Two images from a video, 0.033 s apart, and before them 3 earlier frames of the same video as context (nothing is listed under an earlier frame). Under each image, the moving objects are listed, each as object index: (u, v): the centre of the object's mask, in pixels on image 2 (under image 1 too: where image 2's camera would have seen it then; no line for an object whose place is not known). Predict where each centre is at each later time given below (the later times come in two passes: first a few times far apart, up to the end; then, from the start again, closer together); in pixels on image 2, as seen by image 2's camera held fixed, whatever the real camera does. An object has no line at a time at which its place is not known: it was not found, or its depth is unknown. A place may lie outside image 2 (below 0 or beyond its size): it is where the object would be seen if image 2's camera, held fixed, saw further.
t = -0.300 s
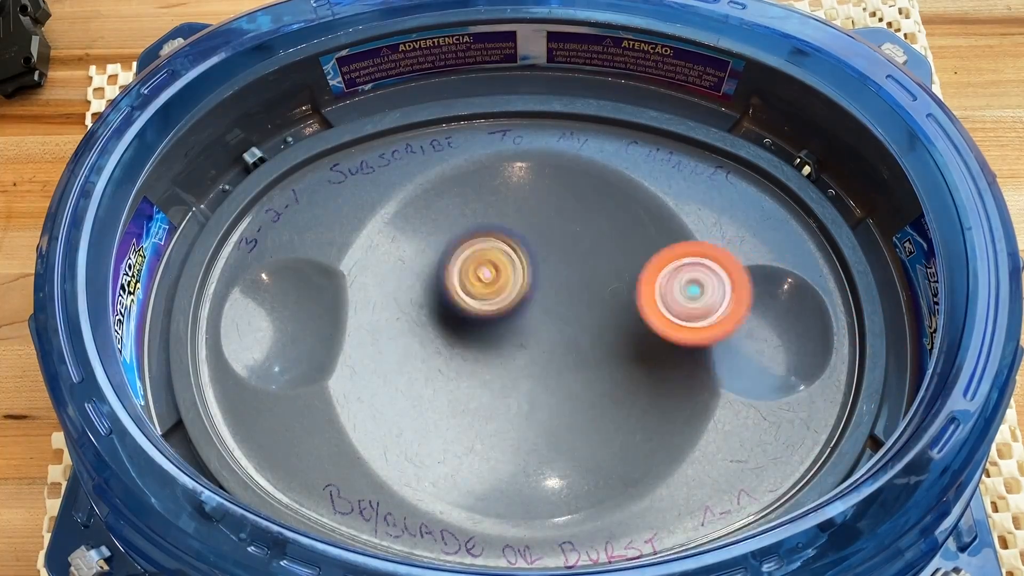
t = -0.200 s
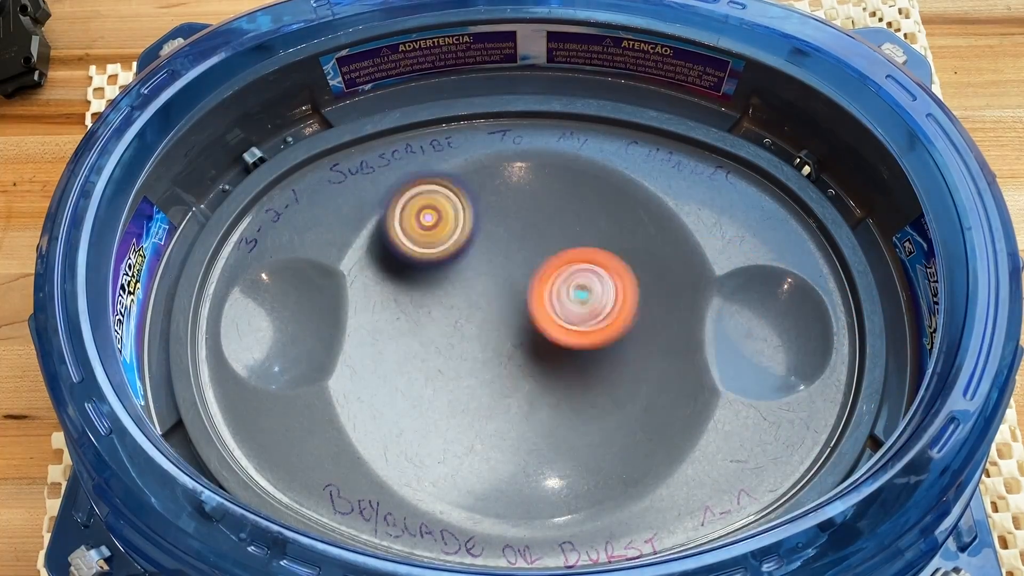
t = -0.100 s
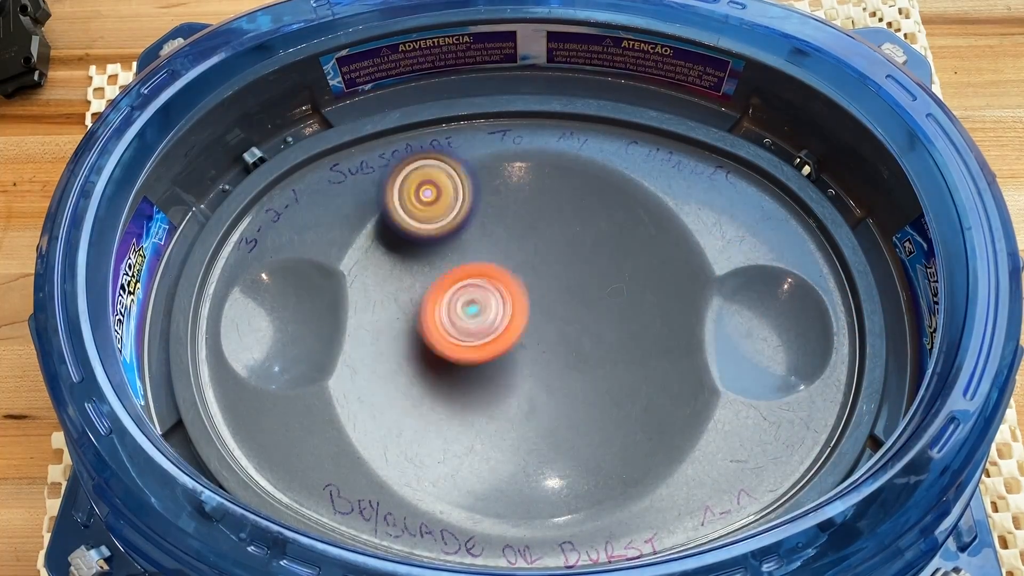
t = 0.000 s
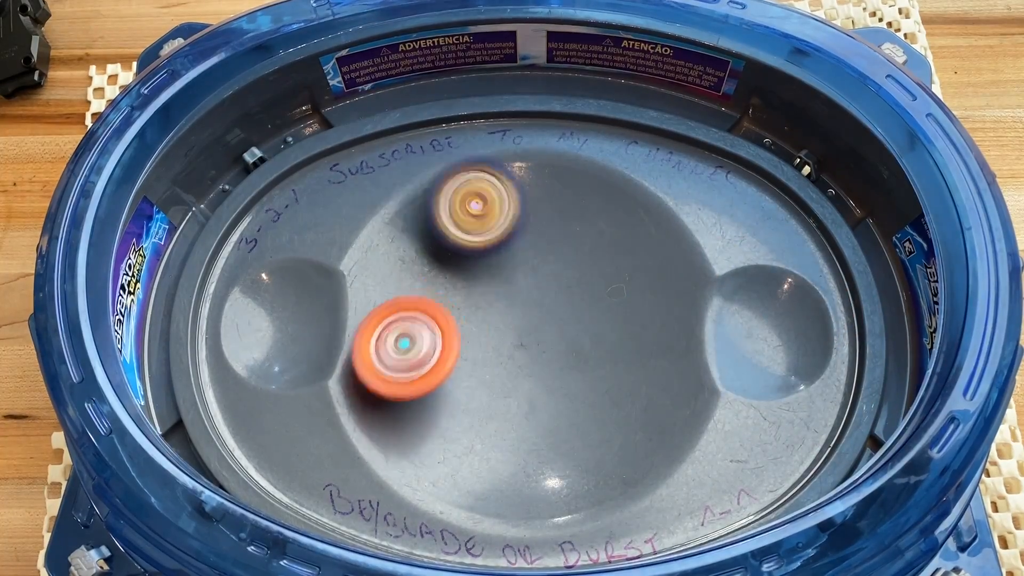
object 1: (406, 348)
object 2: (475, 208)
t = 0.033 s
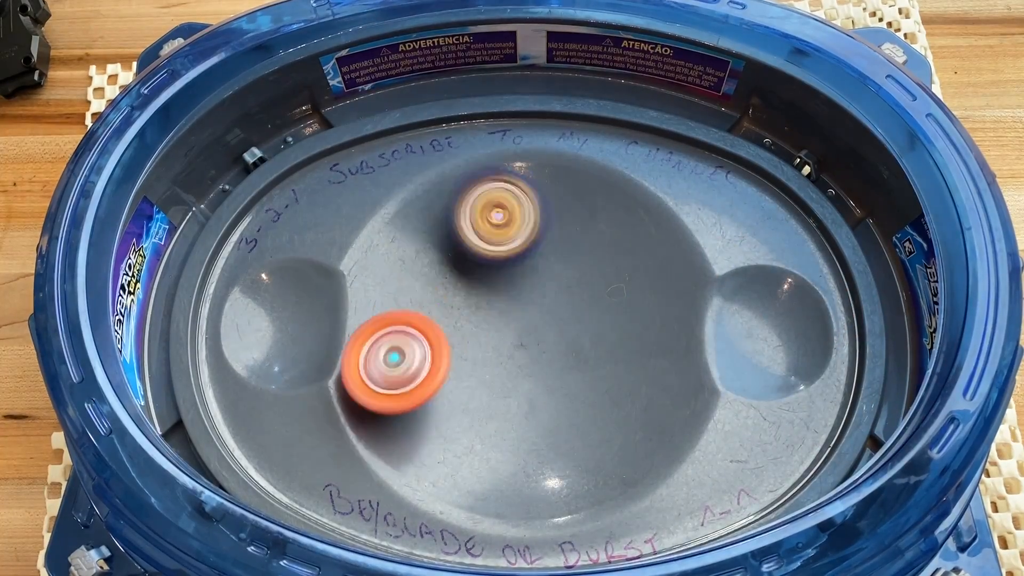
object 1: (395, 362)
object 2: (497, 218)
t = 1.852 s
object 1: (487, 287)
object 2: (539, 532)
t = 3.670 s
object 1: (555, 340)
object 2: (544, 114)
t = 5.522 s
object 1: (557, 306)
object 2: (467, 527)
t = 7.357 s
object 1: (505, 390)
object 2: (566, 271)
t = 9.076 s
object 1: (569, 366)
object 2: (505, 271)
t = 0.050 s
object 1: (394, 370)
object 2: (507, 223)
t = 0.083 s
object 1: (395, 384)
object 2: (527, 234)
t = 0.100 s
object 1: (399, 391)
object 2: (536, 241)
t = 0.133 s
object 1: (412, 406)
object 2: (548, 258)
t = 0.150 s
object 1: (420, 411)
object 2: (553, 269)
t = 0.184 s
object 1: (444, 424)
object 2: (558, 290)
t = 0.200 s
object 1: (456, 429)
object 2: (559, 303)
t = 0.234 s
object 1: (483, 437)
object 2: (557, 327)
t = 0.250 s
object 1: (497, 440)
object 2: (555, 339)
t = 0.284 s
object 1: (522, 448)
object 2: (550, 354)
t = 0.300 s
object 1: (534, 458)
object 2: (545, 356)
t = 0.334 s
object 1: (555, 472)
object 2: (537, 355)
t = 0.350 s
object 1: (566, 472)
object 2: (532, 355)
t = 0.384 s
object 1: (589, 467)
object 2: (520, 353)
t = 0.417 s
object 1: (610, 454)
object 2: (507, 352)
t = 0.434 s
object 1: (621, 443)
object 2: (500, 351)
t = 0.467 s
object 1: (637, 418)
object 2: (485, 348)
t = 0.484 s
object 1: (642, 403)
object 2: (479, 346)
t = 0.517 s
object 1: (645, 370)
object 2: (464, 341)
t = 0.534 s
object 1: (643, 354)
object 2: (457, 339)
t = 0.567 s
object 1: (632, 324)
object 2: (443, 331)
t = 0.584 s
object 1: (623, 309)
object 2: (436, 328)
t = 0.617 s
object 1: (601, 284)
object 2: (423, 321)
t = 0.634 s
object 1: (588, 274)
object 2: (418, 315)
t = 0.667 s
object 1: (559, 256)
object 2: (409, 302)
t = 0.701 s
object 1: (527, 245)
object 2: (404, 289)
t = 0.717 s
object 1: (510, 241)
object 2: (405, 281)
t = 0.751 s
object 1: (504, 216)
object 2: (378, 289)
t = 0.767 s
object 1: (507, 203)
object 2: (363, 296)
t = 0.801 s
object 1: (508, 183)
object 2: (338, 310)
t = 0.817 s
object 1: (508, 174)
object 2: (328, 319)
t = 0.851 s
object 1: (510, 165)
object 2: (298, 338)
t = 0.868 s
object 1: (509, 164)
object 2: (284, 347)
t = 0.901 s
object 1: (506, 165)
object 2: (249, 357)
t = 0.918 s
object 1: (505, 169)
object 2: (235, 357)
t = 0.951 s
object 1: (500, 182)
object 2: (210, 358)
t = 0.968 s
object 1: (498, 190)
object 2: (207, 356)
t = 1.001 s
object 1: (494, 211)
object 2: (211, 354)
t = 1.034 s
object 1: (487, 235)
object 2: (217, 353)
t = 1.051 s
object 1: (485, 248)
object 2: (219, 353)
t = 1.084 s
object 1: (478, 275)
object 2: (225, 356)
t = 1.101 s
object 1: (475, 287)
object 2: (226, 358)
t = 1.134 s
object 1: (468, 309)
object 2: (232, 365)
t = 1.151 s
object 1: (466, 318)
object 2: (233, 370)
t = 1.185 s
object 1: (464, 331)
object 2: (235, 383)
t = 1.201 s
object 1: (464, 334)
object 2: (236, 391)
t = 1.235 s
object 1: (468, 342)
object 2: (239, 411)
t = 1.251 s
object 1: (472, 347)
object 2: (240, 422)
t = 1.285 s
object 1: (482, 352)
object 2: (247, 439)
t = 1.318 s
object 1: (495, 354)
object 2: (266, 448)
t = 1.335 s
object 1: (502, 354)
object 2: (274, 454)
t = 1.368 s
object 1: (514, 354)
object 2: (294, 465)
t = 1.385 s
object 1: (518, 352)
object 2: (301, 471)
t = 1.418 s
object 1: (529, 345)
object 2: (319, 484)
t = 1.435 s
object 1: (534, 341)
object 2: (326, 490)
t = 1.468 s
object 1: (540, 331)
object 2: (345, 499)
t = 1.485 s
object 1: (543, 325)
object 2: (354, 502)
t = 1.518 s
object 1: (545, 312)
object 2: (372, 508)
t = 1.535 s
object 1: (545, 307)
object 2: (382, 511)
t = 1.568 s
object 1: (542, 296)
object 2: (399, 515)
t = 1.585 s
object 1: (539, 292)
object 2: (407, 517)
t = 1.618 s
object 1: (535, 282)
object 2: (425, 521)
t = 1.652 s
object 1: (530, 275)
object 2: (440, 524)
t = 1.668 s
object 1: (526, 272)
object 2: (449, 526)
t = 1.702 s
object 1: (517, 269)
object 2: (465, 527)
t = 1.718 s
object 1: (512, 269)
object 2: (473, 528)
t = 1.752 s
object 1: (504, 270)
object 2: (489, 530)
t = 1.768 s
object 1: (500, 272)
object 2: (498, 530)
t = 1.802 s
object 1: (492, 277)
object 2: (515, 531)
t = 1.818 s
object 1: (489, 280)
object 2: (524, 531)
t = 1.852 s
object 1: (487, 287)
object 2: (539, 532)
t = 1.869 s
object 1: (486, 291)
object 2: (548, 531)
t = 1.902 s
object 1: (487, 301)
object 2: (564, 530)
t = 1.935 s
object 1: (489, 311)
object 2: (580, 529)
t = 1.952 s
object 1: (491, 315)
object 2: (589, 528)
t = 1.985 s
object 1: (500, 323)
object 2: (605, 525)
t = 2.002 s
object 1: (506, 327)
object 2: (614, 524)
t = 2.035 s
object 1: (519, 332)
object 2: (634, 521)
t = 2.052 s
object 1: (526, 334)
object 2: (642, 521)
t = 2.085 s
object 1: (540, 334)
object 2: (659, 514)
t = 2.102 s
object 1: (546, 333)
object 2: (667, 511)
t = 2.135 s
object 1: (557, 329)
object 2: (686, 508)
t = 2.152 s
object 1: (562, 326)
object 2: (696, 504)
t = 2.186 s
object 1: (569, 319)
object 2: (713, 496)
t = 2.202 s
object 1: (572, 314)
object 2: (723, 494)
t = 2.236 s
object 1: (577, 303)
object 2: (739, 488)
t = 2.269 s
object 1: (578, 291)
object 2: (756, 479)
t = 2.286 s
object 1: (578, 284)
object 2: (764, 475)
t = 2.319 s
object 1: (573, 273)
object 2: (778, 467)
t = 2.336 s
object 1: (570, 269)
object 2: (785, 461)
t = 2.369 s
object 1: (560, 265)
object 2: (798, 450)
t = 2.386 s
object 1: (554, 264)
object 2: (804, 445)
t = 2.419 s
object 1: (542, 267)
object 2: (815, 434)
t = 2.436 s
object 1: (537, 269)
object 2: (818, 427)
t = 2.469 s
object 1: (527, 275)
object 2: (828, 412)
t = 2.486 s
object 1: (523, 278)
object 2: (831, 406)
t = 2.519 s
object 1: (516, 288)
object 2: (836, 393)
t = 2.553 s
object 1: (511, 299)
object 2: (841, 379)
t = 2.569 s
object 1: (509, 306)
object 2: (844, 372)
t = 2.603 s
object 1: (510, 321)
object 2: (845, 359)
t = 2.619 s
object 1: (511, 328)
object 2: (846, 353)
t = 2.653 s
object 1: (517, 342)
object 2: (849, 342)
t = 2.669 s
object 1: (522, 348)
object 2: (850, 337)
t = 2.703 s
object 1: (535, 358)
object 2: (849, 324)
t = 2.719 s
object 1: (542, 361)
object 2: (849, 318)
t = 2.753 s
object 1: (557, 365)
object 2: (847, 306)
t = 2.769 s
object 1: (565, 365)
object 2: (846, 301)
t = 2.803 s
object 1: (579, 361)
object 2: (843, 289)
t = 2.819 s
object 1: (585, 358)
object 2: (843, 280)
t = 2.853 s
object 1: (595, 347)
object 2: (839, 265)
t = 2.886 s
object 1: (600, 336)
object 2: (831, 253)
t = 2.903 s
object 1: (600, 330)
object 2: (827, 246)
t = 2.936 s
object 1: (597, 319)
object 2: (822, 232)
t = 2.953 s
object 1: (594, 313)
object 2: (816, 228)
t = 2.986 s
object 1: (587, 303)
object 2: (807, 217)
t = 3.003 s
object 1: (584, 299)
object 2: (802, 212)
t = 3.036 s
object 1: (576, 293)
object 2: (795, 197)
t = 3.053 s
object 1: (571, 291)
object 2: (788, 192)
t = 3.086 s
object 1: (559, 289)
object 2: (776, 186)
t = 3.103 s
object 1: (552, 289)
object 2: (772, 180)
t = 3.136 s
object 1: (539, 293)
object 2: (763, 172)
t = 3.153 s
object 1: (533, 296)
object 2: (757, 170)
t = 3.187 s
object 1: (521, 304)
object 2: (747, 164)
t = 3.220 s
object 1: (511, 314)
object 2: (737, 159)
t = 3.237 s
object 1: (507, 321)
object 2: (732, 156)
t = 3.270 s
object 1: (502, 334)
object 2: (721, 152)
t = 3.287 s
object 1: (501, 341)
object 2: (717, 151)
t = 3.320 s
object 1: (501, 354)
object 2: (705, 146)
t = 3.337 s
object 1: (503, 360)
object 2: (699, 144)
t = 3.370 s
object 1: (510, 370)
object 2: (687, 141)
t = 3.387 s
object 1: (515, 374)
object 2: (680, 140)
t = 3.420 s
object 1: (525, 378)
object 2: (664, 136)
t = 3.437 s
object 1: (531, 379)
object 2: (657, 133)
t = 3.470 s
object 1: (542, 378)
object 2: (640, 129)
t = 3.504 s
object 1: (551, 374)
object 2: (621, 123)
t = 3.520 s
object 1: (554, 371)
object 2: (612, 122)
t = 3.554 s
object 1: (558, 365)
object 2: (597, 120)
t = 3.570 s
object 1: (559, 362)
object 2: (589, 118)
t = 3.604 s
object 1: (560, 354)
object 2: (574, 117)
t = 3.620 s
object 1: (560, 350)
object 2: (566, 115)
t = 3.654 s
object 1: (558, 343)
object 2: (551, 115)
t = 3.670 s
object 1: (555, 340)
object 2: (544, 114)
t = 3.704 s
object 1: (550, 333)
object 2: (528, 114)
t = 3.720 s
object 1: (546, 331)
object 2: (520, 114)
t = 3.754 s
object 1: (538, 326)
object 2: (502, 115)
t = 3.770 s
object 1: (534, 325)
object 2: (494, 115)
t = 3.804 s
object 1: (525, 323)
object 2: (477, 116)
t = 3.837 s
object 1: (516, 322)
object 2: (462, 117)
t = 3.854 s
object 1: (512, 323)
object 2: (456, 118)
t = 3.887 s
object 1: (506, 326)
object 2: (443, 120)
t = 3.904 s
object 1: (503, 328)
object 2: (436, 122)
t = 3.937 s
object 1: (500, 334)
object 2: (420, 126)
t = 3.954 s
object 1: (499, 336)
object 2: (411, 128)
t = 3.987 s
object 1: (498, 341)
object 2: (394, 132)
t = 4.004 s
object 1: (499, 343)
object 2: (386, 134)
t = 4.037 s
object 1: (501, 347)
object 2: (370, 138)
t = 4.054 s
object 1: (501, 347)
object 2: (364, 140)
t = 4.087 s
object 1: (503, 348)
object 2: (351, 145)
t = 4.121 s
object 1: (505, 349)
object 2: (336, 151)
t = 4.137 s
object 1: (506, 348)
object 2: (329, 155)
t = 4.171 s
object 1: (508, 348)
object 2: (313, 162)
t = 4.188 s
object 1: (508, 347)
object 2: (305, 165)
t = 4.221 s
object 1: (509, 345)
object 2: (289, 174)
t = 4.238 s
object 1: (510, 344)
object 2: (281, 177)
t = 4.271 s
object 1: (510, 341)
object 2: (272, 183)
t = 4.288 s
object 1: (510, 340)
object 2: (269, 187)
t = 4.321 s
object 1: (510, 337)
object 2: (264, 194)
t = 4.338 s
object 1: (509, 335)
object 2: (260, 198)
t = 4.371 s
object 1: (508, 332)
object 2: (251, 208)
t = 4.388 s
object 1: (506, 331)
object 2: (248, 214)
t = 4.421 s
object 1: (505, 328)
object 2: (237, 227)
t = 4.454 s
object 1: (503, 325)
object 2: (228, 238)
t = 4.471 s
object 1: (502, 324)
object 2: (224, 244)
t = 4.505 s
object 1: (499, 322)
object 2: (220, 253)
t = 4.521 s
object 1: (498, 322)
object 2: (218, 257)
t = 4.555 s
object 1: (495, 321)
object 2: (215, 267)
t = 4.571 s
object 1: (494, 321)
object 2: (213, 273)
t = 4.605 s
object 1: (492, 321)
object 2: (208, 286)
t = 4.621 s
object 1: (492, 322)
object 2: (205, 294)
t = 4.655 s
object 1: (492, 324)
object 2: (203, 307)
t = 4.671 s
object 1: (492, 324)
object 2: (203, 315)
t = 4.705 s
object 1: (494, 327)
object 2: (202, 331)
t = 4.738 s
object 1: (498, 328)
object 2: (202, 346)
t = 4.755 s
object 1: (501, 328)
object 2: (204, 351)
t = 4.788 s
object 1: (506, 326)
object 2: (207, 361)
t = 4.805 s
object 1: (508, 324)
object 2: (208, 366)
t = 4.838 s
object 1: (512, 321)
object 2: (211, 377)
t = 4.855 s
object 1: (514, 320)
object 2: (213, 382)
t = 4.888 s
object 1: (516, 316)
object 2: (219, 394)
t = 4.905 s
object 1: (517, 313)
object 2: (222, 400)
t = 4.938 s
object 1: (518, 309)
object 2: (228, 413)
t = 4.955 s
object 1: (518, 306)
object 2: (231, 419)
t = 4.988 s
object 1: (517, 301)
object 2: (238, 429)
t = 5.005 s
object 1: (517, 299)
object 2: (241, 434)
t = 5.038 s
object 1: (514, 295)
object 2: (248, 442)
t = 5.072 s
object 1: (510, 293)
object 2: (257, 449)
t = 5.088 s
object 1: (508, 293)
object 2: (261, 453)
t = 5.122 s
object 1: (504, 295)
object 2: (272, 461)
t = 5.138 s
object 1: (502, 296)
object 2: (278, 465)
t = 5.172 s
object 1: (500, 301)
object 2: (292, 473)
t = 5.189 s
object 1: (500, 304)
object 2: (299, 477)
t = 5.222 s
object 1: (502, 310)
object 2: (313, 484)
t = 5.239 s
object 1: (504, 312)
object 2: (320, 488)
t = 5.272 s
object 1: (509, 317)
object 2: (336, 494)
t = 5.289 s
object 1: (512, 320)
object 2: (345, 497)
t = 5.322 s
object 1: (519, 324)
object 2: (363, 503)
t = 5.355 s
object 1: (529, 326)
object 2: (380, 509)
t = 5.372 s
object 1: (533, 325)
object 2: (390, 511)
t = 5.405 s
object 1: (541, 322)
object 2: (408, 517)
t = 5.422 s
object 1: (544, 320)
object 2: (417, 519)
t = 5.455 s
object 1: (550, 316)
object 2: (434, 522)
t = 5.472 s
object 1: (551, 313)
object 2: (442, 524)
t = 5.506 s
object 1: (555, 309)
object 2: (459, 525)
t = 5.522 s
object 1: (557, 306)
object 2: (467, 527)
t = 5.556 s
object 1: (558, 300)
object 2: (483, 529)
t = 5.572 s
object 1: (557, 297)
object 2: (491, 529)
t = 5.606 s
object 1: (555, 293)
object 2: (507, 530)
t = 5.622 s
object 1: (553, 291)
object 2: (516, 531)
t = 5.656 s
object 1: (550, 288)
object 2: (536, 529)
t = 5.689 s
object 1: (545, 286)
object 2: (556, 529)
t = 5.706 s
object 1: (542, 286)
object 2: (565, 529)
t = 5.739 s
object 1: (535, 286)
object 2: (583, 528)
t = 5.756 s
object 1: (530, 288)
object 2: (592, 526)
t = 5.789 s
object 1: (522, 293)
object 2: (608, 525)
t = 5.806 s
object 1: (520, 298)
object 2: (616, 524)
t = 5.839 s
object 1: (516, 307)
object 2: (631, 521)
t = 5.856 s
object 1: (515, 312)
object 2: (638, 519)
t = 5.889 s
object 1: (514, 322)
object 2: (654, 515)
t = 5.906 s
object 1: (514, 328)
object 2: (663, 513)
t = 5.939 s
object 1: (518, 339)
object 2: (678, 507)
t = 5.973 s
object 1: (526, 348)
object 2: (696, 501)
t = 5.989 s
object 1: (530, 351)
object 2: (707, 498)
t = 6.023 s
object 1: (538, 356)
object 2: (724, 492)
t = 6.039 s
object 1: (541, 357)
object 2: (732, 488)
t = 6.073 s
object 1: (551, 360)
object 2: (749, 481)
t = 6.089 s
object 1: (556, 360)
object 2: (757, 477)
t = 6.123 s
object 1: (566, 357)
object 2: (772, 470)
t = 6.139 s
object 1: (569, 355)
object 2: (778, 467)
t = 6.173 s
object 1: (576, 350)
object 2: (786, 463)
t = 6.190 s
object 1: (578, 347)
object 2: (790, 460)
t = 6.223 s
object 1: (582, 339)
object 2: (793, 455)
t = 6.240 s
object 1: (582, 335)
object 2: (797, 452)
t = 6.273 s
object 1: (580, 327)
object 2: (803, 444)
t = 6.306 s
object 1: (577, 321)
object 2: (809, 432)
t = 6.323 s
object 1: (575, 318)
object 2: (812, 425)
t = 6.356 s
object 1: (570, 310)
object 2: (821, 409)
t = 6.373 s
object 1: (567, 307)
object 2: (825, 401)
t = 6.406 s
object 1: (558, 302)
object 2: (832, 386)
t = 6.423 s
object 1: (552, 301)
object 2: (837, 378)
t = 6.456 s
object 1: (541, 299)
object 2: (844, 362)
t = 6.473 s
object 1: (534, 299)
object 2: (849, 356)
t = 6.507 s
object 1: (521, 301)
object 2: (852, 345)
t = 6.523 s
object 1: (515, 304)
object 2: (851, 341)
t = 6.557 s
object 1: (506, 310)
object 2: (849, 328)
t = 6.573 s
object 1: (502, 312)
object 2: (848, 322)
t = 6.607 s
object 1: (494, 319)
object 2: (846, 314)
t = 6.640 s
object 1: (488, 329)
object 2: (841, 310)
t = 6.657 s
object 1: (487, 334)
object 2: (838, 310)
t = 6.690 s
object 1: (484, 342)
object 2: (829, 316)
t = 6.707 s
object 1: (483, 346)
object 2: (822, 320)
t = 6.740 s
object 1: (483, 356)
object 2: (801, 331)
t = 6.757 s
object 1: (485, 360)
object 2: (786, 337)
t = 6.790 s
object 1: (490, 367)
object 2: (760, 341)
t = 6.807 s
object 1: (492, 371)
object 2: (749, 339)
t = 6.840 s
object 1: (500, 377)
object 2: (726, 331)
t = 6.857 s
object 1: (505, 380)
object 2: (718, 324)
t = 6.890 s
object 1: (515, 382)
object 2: (704, 310)
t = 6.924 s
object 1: (523, 383)
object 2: (686, 303)
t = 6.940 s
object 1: (527, 382)
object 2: (676, 302)
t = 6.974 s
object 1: (535, 378)
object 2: (651, 300)
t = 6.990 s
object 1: (539, 375)
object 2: (638, 300)
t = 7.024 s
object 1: (531, 379)
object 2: (624, 295)
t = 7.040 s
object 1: (522, 384)
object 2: (622, 287)
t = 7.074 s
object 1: (508, 389)
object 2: (619, 276)
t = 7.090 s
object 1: (504, 391)
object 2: (617, 273)
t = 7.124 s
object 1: (501, 396)
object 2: (614, 270)
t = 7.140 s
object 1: (500, 397)
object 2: (613, 268)
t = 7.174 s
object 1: (497, 400)
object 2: (612, 267)
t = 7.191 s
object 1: (498, 401)
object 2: (612, 266)
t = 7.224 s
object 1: (499, 400)
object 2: (608, 266)
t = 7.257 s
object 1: (500, 400)
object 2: (602, 268)
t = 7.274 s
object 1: (502, 399)
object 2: (598, 269)
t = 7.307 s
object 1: (504, 396)
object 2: (586, 271)
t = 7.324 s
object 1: (504, 394)
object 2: (580, 270)
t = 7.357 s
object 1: (505, 390)
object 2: (566, 271)
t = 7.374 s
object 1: (505, 387)
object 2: (558, 269)
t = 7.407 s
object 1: (504, 380)
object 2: (545, 265)
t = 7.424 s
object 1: (504, 376)
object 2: (539, 263)
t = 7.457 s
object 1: (504, 368)
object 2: (526, 261)
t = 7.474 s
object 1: (503, 363)
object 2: (521, 258)
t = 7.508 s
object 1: (499, 357)
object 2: (511, 253)
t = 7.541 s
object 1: (498, 356)
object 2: (503, 241)
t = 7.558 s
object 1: (496, 355)
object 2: (500, 235)
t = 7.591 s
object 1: (494, 353)
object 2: (496, 225)
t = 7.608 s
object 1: (494, 351)
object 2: (495, 221)
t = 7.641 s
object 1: (492, 346)
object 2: (497, 214)
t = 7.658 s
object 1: (491, 344)
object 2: (499, 210)
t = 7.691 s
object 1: (489, 339)
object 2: (505, 205)
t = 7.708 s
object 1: (488, 337)
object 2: (510, 203)
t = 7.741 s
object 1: (485, 335)
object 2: (519, 210)
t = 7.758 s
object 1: (485, 333)
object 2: (522, 213)
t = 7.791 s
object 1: (482, 330)
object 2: (529, 229)
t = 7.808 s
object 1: (482, 331)
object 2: (529, 237)
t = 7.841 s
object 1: (474, 345)
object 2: (537, 236)
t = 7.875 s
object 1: (472, 353)
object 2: (540, 246)
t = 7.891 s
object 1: (472, 357)
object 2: (540, 252)
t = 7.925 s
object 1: (476, 363)
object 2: (538, 265)
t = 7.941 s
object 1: (478, 365)
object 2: (534, 272)
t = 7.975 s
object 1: (476, 382)
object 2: (534, 270)
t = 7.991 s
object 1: (472, 395)
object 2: (536, 265)
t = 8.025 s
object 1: (474, 414)
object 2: (539, 258)
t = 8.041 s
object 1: (477, 420)
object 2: (541, 254)
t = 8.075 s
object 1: (487, 430)
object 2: (547, 253)
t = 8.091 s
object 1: (493, 434)
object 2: (551, 253)
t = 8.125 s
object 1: (507, 438)
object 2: (556, 257)
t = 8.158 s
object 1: (521, 439)
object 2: (560, 269)
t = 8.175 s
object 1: (528, 438)
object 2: (559, 273)
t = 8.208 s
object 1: (542, 433)
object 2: (554, 289)
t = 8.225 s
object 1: (549, 430)
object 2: (550, 294)
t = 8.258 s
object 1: (560, 419)
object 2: (539, 306)
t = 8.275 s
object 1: (565, 413)
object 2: (533, 310)
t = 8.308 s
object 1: (573, 403)
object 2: (519, 313)
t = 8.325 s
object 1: (576, 398)
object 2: (510, 312)
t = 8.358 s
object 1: (581, 385)
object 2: (496, 310)
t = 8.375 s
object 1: (582, 377)
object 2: (489, 310)
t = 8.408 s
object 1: (581, 363)
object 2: (478, 303)
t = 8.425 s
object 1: (581, 355)
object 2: (473, 300)
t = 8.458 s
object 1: (575, 340)
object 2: (466, 293)
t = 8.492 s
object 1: (568, 326)
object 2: (460, 284)
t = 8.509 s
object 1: (562, 319)
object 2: (459, 279)
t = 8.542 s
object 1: (564, 314)
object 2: (449, 267)
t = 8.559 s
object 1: (565, 313)
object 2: (444, 261)
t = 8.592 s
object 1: (562, 309)
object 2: (439, 248)
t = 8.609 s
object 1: (560, 305)
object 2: (441, 244)
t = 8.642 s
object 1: (554, 297)
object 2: (445, 232)
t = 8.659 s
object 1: (551, 293)
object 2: (451, 229)
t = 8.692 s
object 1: (545, 289)
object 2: (461, 224)
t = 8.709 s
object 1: (547, 291)
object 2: (461, 218)
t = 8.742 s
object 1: (548, 295)
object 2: (466, 209)
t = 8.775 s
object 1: (545, 295)
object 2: (472, 207)
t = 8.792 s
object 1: (544, 295)
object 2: (478, 206)
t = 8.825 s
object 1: (543, 298)
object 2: (485, 211)
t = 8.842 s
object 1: (543, 303)
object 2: (487, 211)
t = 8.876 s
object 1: (545, 309)
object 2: (493, 216)
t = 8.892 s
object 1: (546, 312)
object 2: (495, 219)
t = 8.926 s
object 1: (549, 328)
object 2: (498, 222)
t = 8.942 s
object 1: (550, 334)
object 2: (500, 223)
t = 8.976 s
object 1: (554, 344)
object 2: (503, 229)
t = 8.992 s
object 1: (557, 348)
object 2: (505, 233)
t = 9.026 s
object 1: (561, 356)
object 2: (506, 246)
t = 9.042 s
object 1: (565, 359)
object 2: (507, 255)
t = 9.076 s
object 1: (569, 366)
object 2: (505, 271)
